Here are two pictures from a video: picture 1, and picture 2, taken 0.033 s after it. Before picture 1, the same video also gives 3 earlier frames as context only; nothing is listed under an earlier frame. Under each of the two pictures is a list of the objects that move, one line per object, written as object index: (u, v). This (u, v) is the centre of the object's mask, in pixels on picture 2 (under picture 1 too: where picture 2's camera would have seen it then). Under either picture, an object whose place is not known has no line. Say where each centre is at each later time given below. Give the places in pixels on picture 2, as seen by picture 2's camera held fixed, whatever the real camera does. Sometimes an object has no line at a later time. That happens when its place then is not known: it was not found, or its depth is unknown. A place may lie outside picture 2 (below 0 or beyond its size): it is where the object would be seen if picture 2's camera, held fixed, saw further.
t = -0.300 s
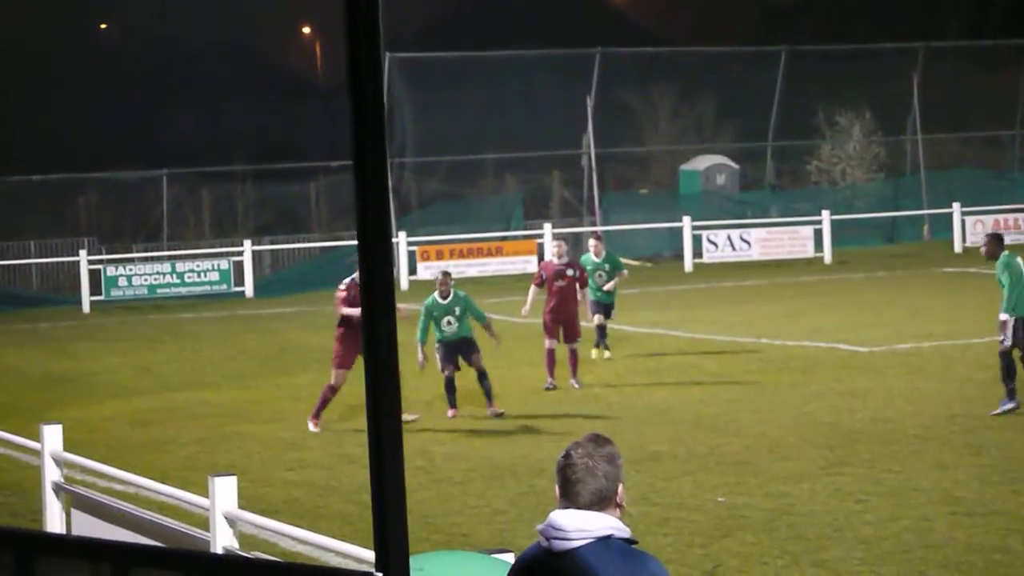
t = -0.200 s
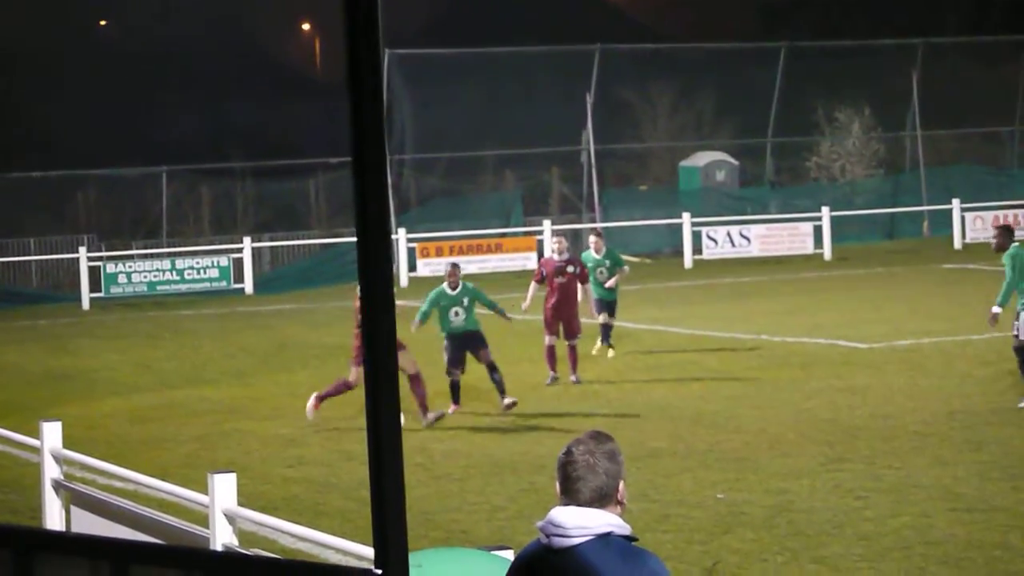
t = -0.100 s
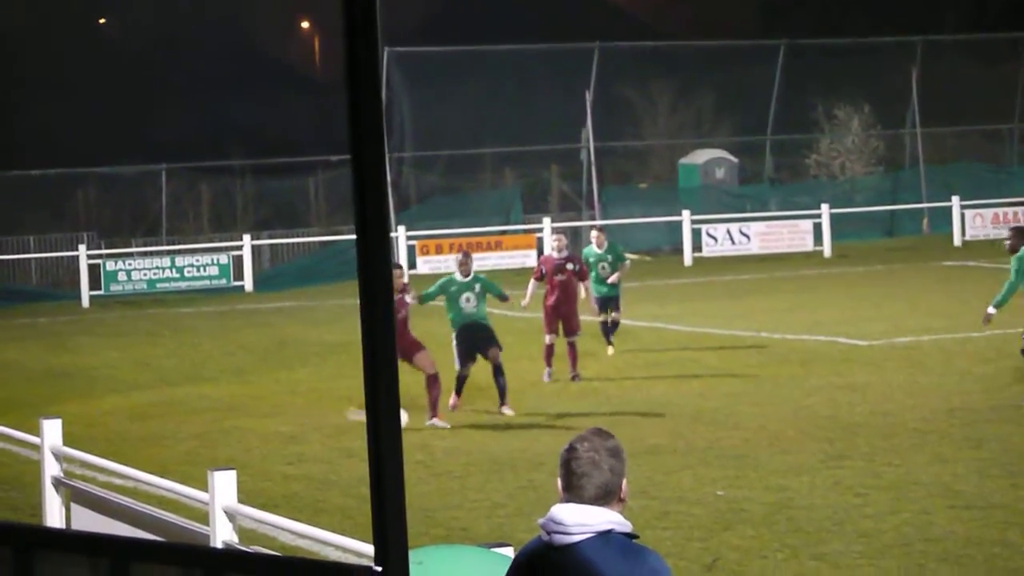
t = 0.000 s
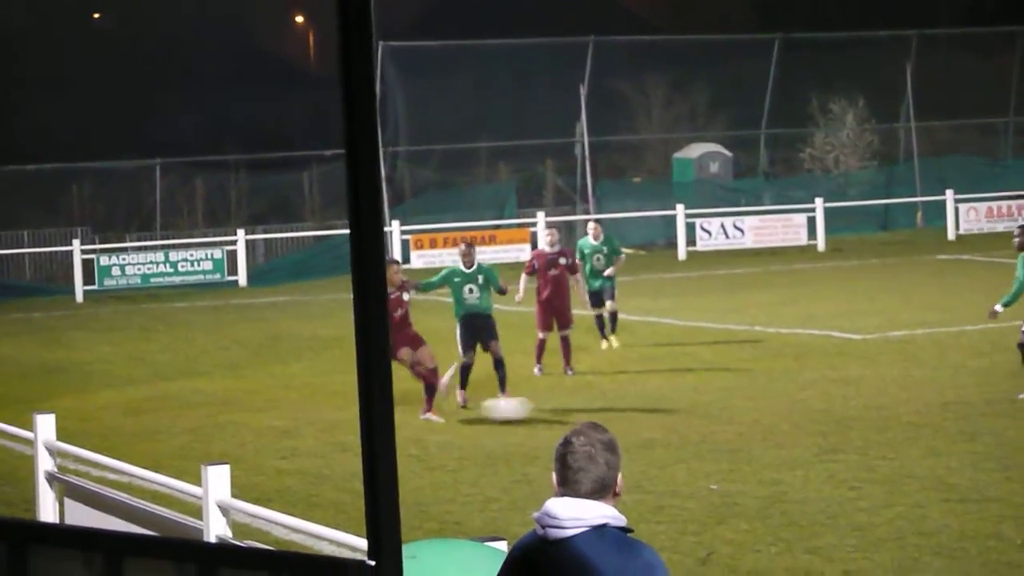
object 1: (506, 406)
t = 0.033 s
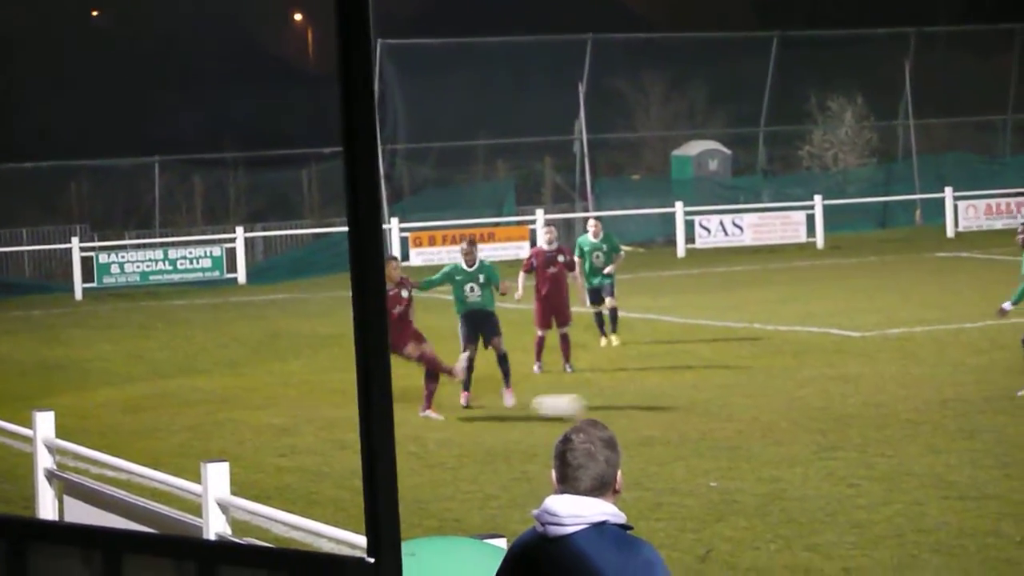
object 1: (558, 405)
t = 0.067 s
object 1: (611, 406)
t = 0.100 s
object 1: (665, 408)
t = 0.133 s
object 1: (719, 412)
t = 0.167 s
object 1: (770, 410)
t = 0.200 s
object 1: (822, 407)
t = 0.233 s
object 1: (873, 406)
